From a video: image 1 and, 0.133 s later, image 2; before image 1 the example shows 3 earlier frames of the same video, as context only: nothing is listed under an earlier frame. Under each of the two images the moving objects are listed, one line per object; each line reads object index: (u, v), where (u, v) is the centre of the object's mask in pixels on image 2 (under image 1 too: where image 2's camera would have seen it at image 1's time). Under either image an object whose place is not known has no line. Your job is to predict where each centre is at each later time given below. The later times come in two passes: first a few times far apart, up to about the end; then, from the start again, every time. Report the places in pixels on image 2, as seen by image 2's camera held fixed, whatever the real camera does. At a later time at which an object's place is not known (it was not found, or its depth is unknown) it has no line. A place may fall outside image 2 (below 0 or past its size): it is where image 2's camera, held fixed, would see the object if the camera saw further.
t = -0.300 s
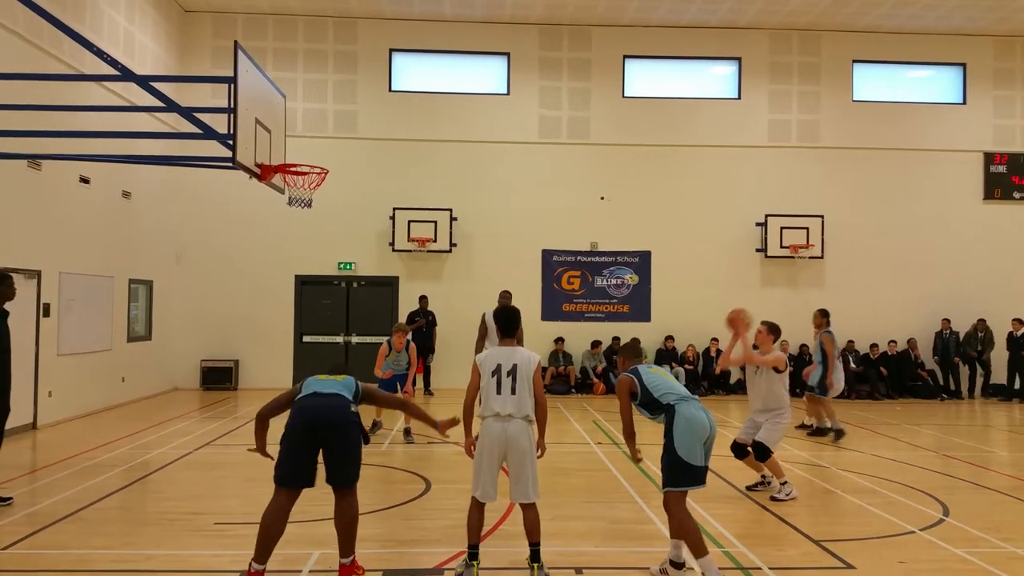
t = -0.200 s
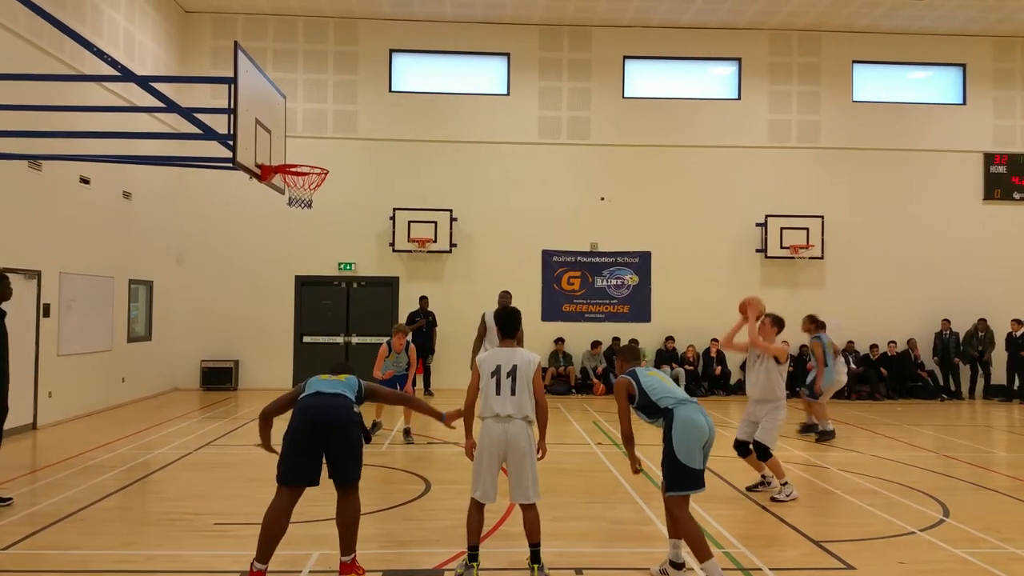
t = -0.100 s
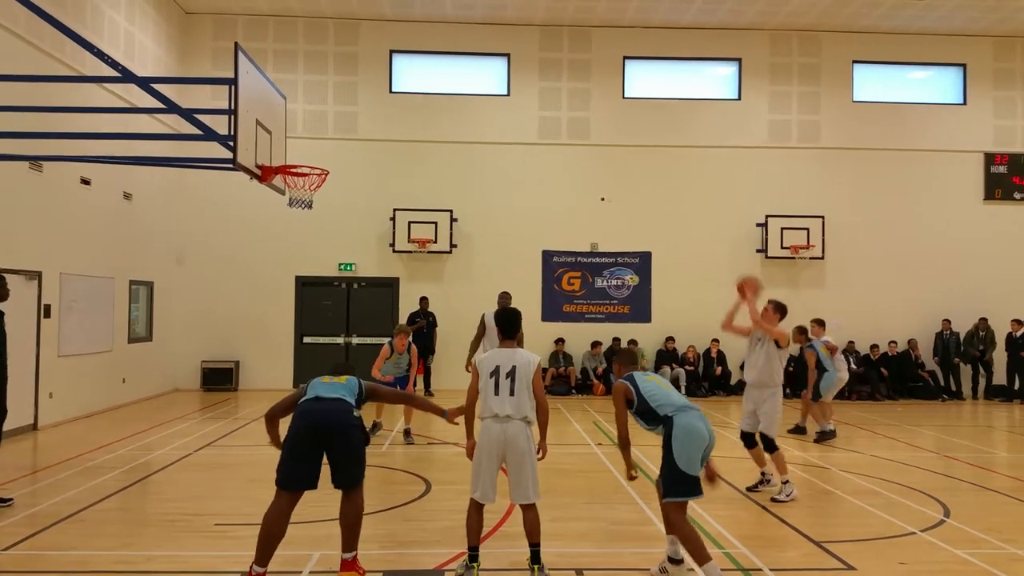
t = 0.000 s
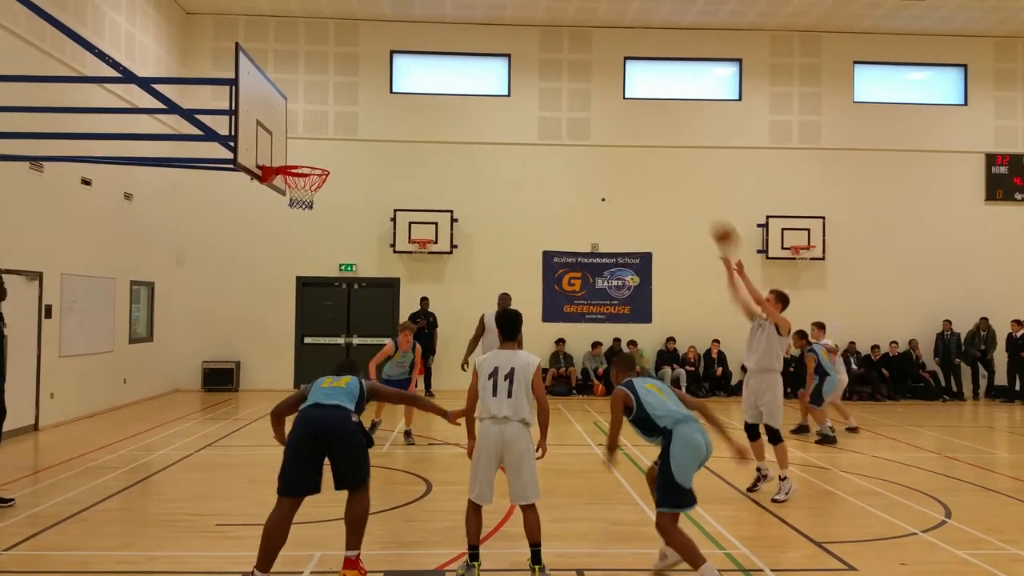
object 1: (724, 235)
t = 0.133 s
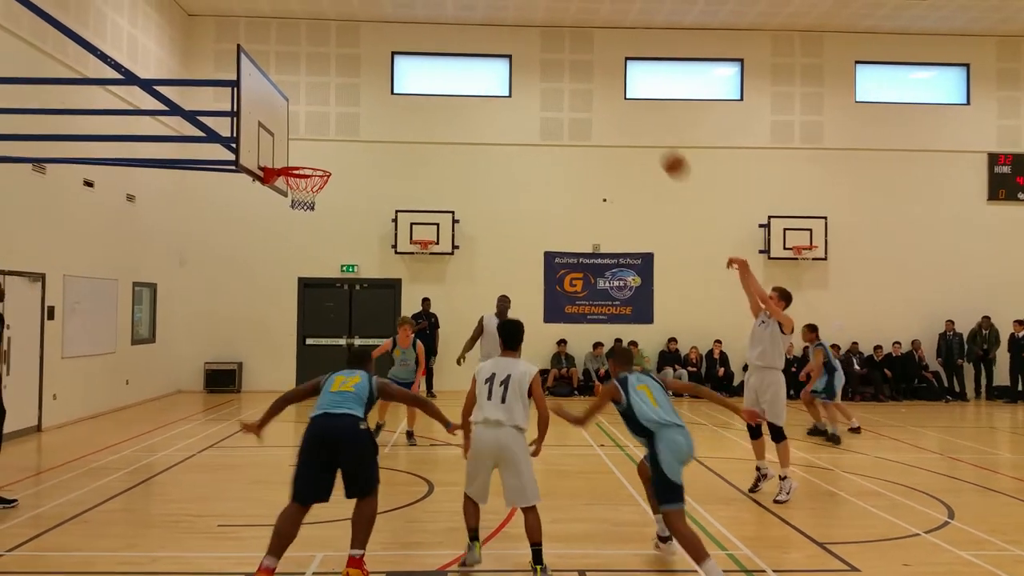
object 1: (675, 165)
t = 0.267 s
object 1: (623, 110)
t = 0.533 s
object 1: (523, 52)
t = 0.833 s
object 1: (408, 67)
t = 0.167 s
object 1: (662, 150)
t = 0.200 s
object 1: (649, 135)
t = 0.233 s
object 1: (636, 122)
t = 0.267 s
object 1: (623, 110)
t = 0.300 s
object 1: (610, 98)
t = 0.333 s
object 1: (598, 89)
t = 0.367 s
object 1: (586, 81)
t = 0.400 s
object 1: (573, 73)
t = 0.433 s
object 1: (561, 65)
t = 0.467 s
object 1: (548, 60)
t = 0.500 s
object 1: (536, 55)
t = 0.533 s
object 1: (523, 52)
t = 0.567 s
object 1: (510, 49)
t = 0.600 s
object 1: (498, 48)
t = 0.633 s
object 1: (484, 47)
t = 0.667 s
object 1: (472, 47)
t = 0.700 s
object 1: (458, 49)
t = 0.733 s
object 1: (447, 52)
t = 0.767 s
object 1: (433, 56)
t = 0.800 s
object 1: (421, 60)
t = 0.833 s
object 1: (408, 67)
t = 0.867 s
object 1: (394, 76)
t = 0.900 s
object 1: (381, 85)
